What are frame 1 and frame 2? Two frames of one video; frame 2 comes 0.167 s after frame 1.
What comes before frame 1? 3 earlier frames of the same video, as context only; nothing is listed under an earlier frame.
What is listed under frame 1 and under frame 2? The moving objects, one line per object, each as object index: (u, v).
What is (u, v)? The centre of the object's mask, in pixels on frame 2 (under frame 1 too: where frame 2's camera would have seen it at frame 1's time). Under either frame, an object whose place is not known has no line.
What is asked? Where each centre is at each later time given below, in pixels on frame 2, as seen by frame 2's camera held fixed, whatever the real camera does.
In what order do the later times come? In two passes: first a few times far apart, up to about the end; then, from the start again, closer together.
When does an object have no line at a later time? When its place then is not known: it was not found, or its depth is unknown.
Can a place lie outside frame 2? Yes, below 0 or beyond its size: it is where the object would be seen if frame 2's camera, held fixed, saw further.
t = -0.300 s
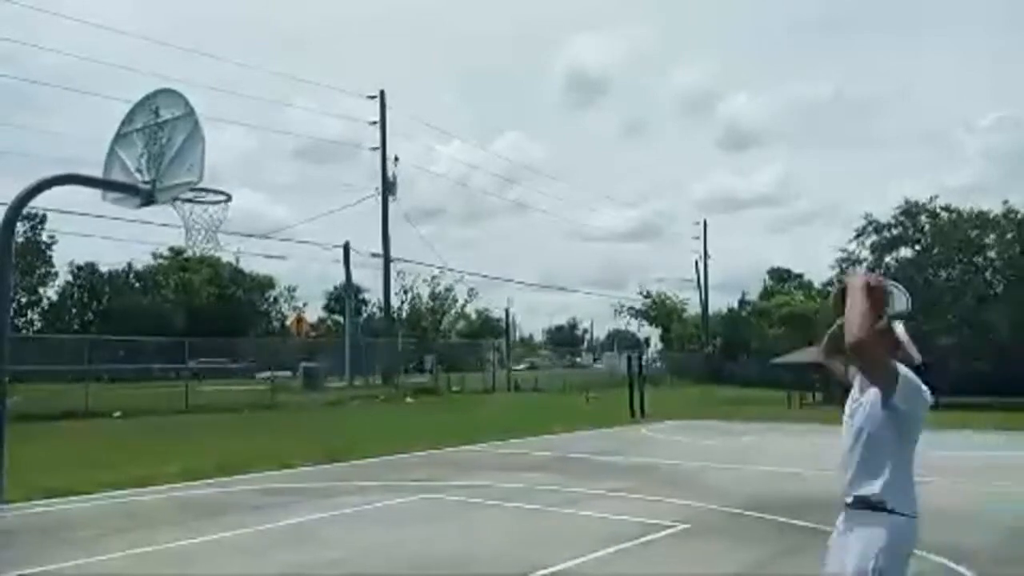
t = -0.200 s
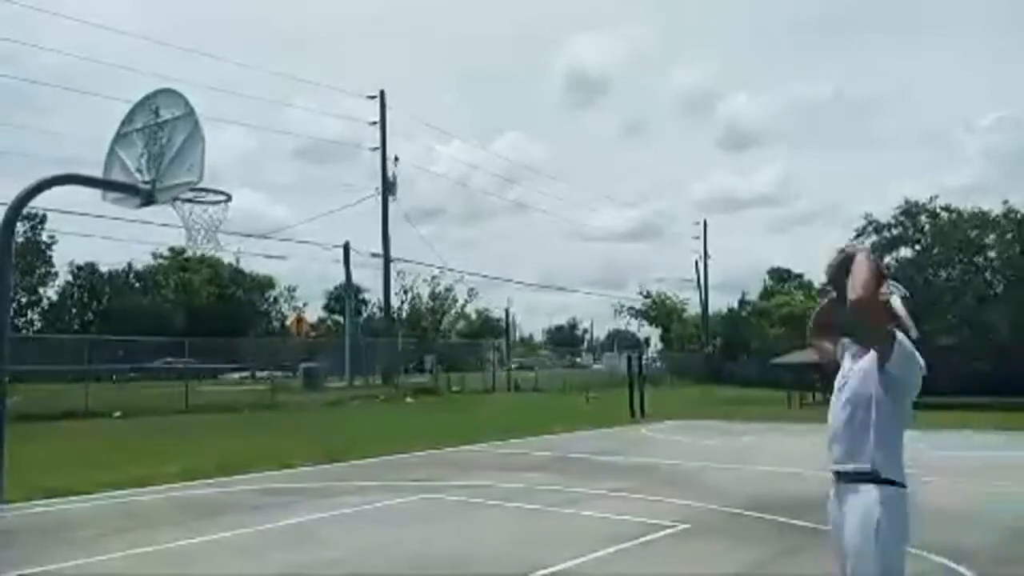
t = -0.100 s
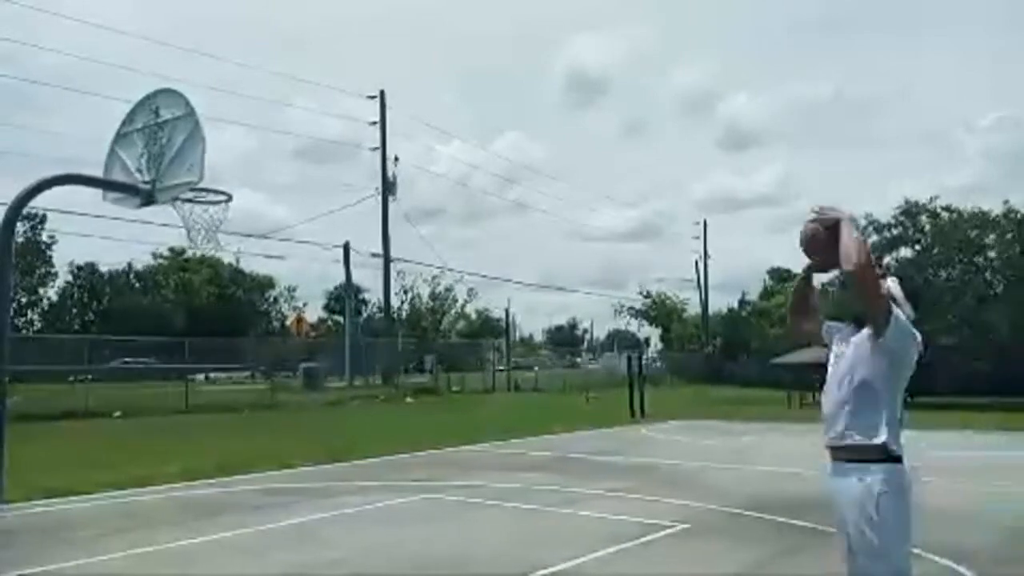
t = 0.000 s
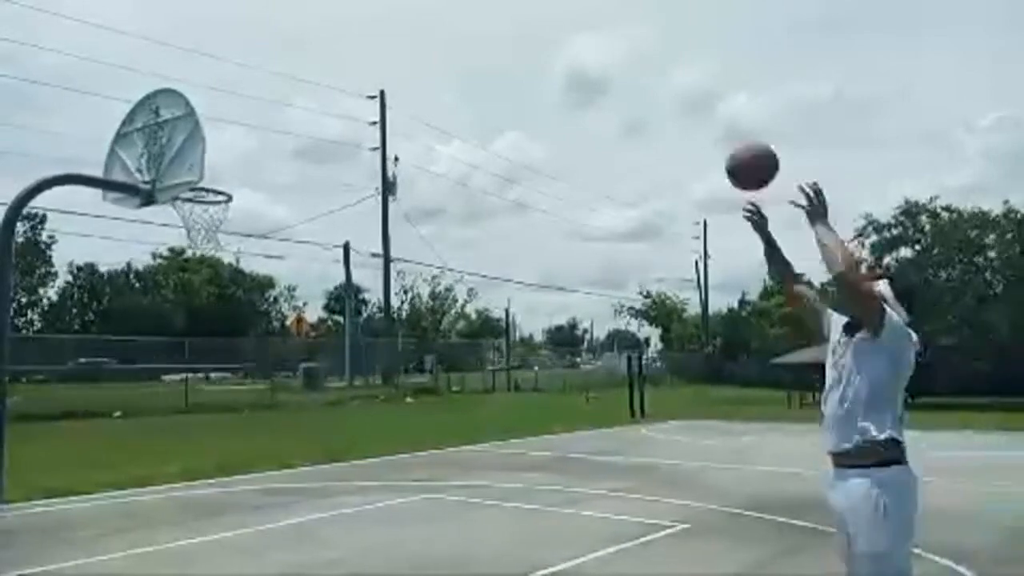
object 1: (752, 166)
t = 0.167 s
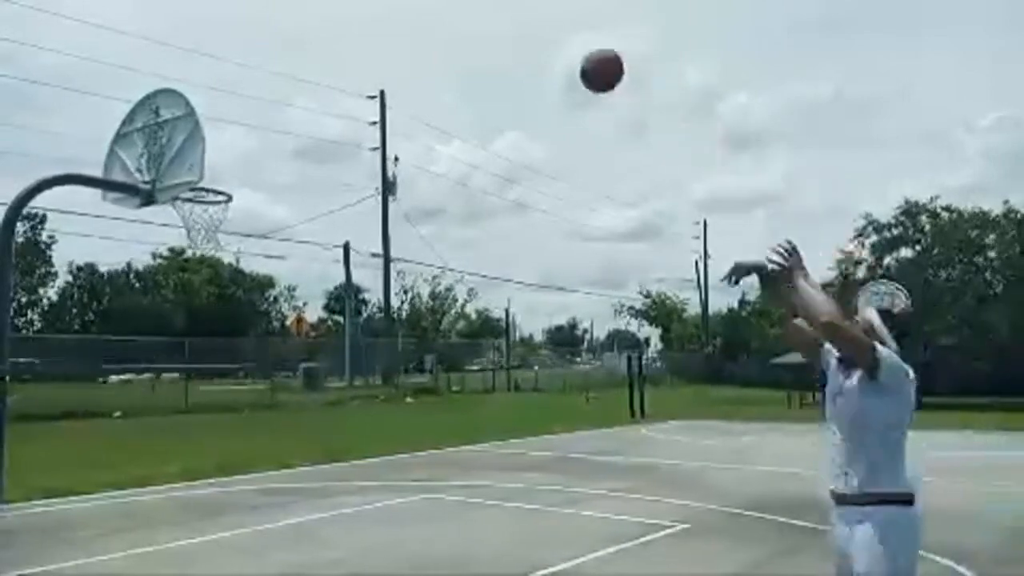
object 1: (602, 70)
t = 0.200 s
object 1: (576, 59)
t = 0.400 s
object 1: (447, 31)
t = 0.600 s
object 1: (347, 53)
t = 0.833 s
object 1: (253, 136)
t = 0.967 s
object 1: (211, 189)
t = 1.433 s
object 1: (219, 179)
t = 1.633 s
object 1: (210, 174)
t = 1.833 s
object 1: (196, 200)
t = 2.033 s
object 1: (212, 228)
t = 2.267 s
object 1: (198, 261)
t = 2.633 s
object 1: (187, 464)
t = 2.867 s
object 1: (182, 514)
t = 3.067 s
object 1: (174, 402)
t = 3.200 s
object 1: (170, 359)
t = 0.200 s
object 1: (576, 59)
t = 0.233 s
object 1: (553, 49)
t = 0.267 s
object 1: (530, 43)
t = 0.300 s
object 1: (508, 38)
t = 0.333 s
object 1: (487, 34)
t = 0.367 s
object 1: (466, 31)
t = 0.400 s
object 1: (447, 31)
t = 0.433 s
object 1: (429, 31)
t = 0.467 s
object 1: (410, 32)
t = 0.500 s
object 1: (394, 35)
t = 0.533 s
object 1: (377, 39)
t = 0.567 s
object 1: (362, 46)
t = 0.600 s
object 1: (347, 53)
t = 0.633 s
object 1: (333, 61)
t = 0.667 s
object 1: (318, 71)
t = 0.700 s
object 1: (305, 82)
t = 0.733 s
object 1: (292, 94)
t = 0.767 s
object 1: (279, 107)
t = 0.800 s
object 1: (266, 121)
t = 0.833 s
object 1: (253, 136)
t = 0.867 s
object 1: (242, 151)
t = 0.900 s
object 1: (230, 167)
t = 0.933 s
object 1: (219, 184)
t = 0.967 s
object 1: (211, 189)
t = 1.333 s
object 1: (209, 163)
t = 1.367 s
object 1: (212, 167)
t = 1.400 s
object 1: (214, 173)
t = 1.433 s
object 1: (219, 179)
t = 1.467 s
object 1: (222, 184)
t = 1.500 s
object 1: (218, 179)
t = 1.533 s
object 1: (216, 177)
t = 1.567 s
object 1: (213, 176)
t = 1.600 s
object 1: (211, 174)
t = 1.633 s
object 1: (210, 174)
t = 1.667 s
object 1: (208, 176)
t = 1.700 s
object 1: (206, 180)
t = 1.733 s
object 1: (198, 188)
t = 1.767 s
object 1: (193, 191)
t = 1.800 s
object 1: (193, 196)
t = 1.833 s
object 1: (196, 200)
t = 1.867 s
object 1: (199, 203)
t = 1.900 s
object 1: (204, 213)
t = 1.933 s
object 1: (214, 220)
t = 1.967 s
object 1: (211, 224)
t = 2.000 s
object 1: (212, 225)
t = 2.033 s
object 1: (212, 228)
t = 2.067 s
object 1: (212, 229)
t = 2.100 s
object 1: (210, 231)
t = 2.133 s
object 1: (208, 237)
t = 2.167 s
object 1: (207, 242)
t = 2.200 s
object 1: (205, 247)
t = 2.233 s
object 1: (204, 254)
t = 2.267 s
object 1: (198, 261)
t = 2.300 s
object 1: (201, 261)
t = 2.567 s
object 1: (189, 414)
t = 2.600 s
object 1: (187, 440)
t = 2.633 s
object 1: (187, 464)
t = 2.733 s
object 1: (186, 554)
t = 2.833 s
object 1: (183, 538)
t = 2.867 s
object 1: (182, 514)
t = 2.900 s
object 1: (179, 492)
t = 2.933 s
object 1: (177, 472)
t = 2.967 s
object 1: (176, 453)
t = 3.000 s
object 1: (176, 434)
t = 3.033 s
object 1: (174, 422)
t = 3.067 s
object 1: (174, 402)
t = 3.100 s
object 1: (172, 391)
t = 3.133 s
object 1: (170, 378)
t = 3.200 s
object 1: (170, 359)
